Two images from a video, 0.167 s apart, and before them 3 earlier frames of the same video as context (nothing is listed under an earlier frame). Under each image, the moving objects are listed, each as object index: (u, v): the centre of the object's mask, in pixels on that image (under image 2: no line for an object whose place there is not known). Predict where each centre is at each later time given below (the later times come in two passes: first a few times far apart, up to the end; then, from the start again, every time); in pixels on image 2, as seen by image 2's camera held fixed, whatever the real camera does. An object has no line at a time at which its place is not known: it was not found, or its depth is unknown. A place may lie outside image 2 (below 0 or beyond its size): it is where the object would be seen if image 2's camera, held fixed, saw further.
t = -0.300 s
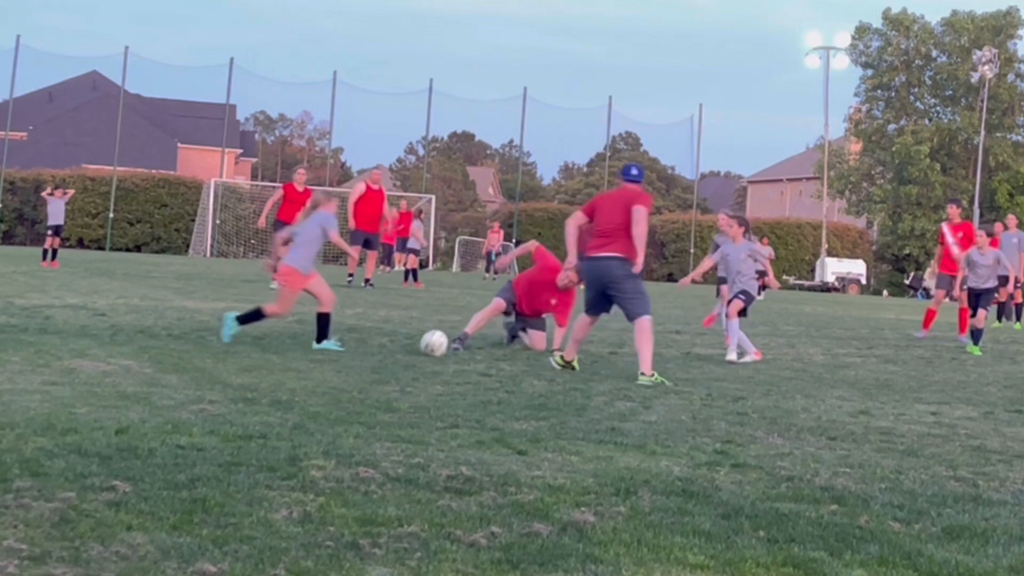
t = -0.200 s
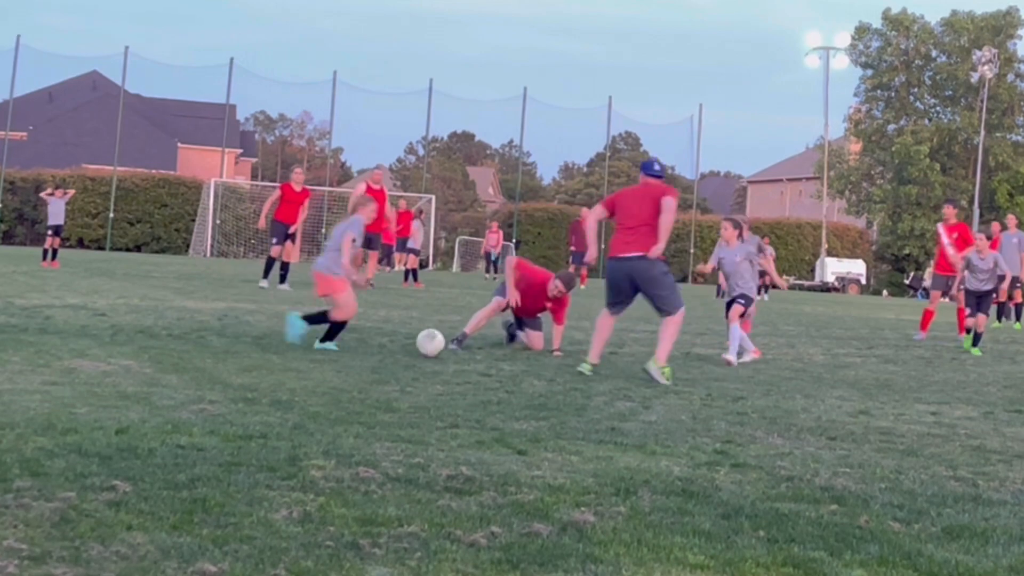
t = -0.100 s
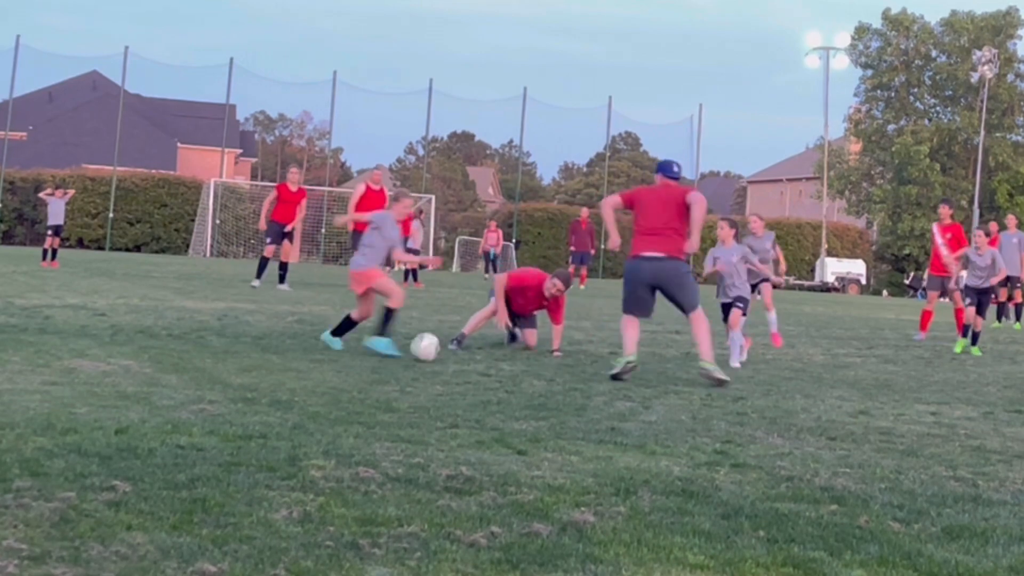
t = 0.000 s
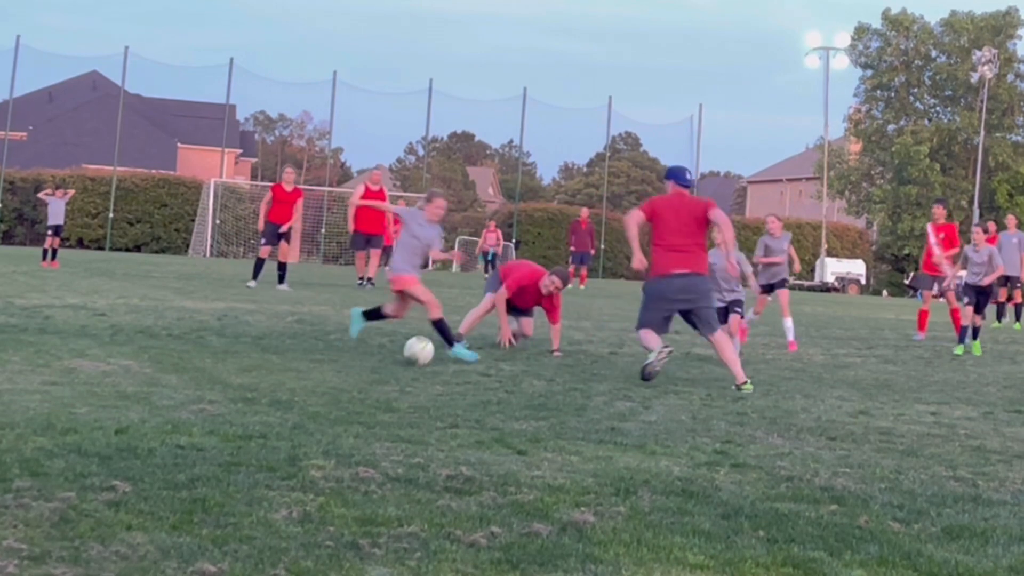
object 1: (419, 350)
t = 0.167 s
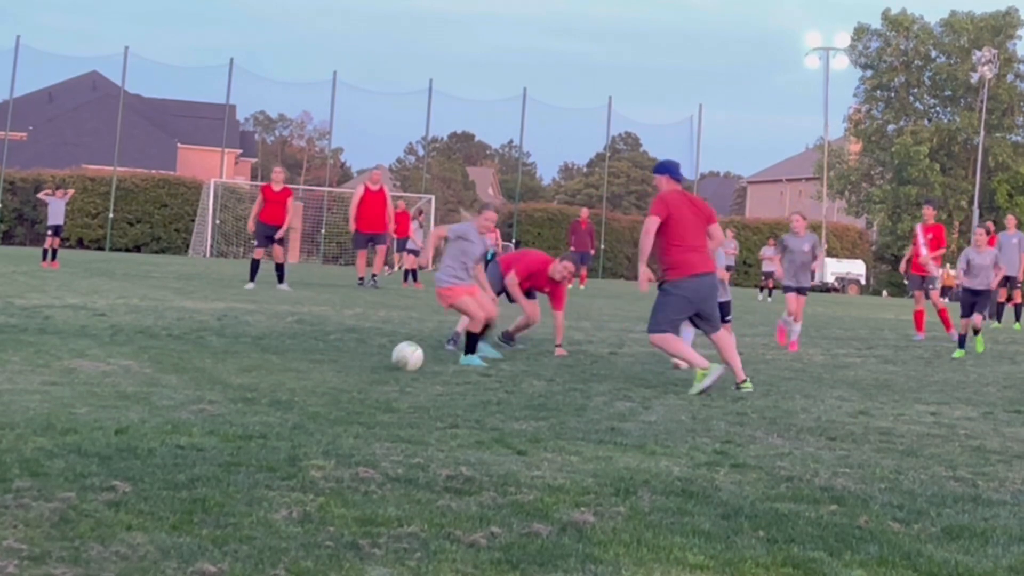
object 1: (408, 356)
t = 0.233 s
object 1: (403, 357)
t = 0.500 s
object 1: (382, 367)
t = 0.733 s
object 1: (360, 375)
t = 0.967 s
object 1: (336, 382)
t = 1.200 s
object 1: (312, 391)
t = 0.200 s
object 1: (405, 356)
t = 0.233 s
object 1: (403, 357)
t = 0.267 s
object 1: (401, 360)
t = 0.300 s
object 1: (397, 361)
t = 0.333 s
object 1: (395, 361)
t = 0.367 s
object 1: (393, 361)
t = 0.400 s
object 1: (390, 362)
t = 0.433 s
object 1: (388, 364)
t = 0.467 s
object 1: (385, 367)
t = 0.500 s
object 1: (382, 367)
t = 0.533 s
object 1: (379, 368)
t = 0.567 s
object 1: (376, 369)
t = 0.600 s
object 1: (372, 371)
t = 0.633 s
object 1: (369, 372)
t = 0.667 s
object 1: (367, 372)
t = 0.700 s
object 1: (363, 373)
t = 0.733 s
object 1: (360, 375)
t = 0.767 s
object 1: (356, 377)
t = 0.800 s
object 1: (353, 378)
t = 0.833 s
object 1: (350, 379)
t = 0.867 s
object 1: (347, 381)
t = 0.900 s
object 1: (344, 381)
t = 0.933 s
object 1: (340, 381)
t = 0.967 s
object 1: (336, 382)
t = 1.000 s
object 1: (333, 383)
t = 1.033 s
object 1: (330, 385)
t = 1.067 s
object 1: (326, 386)
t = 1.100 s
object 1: (323, 387)
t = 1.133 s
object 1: (320, 387)
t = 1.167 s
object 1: (316, 389)
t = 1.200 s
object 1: (312, 391)
